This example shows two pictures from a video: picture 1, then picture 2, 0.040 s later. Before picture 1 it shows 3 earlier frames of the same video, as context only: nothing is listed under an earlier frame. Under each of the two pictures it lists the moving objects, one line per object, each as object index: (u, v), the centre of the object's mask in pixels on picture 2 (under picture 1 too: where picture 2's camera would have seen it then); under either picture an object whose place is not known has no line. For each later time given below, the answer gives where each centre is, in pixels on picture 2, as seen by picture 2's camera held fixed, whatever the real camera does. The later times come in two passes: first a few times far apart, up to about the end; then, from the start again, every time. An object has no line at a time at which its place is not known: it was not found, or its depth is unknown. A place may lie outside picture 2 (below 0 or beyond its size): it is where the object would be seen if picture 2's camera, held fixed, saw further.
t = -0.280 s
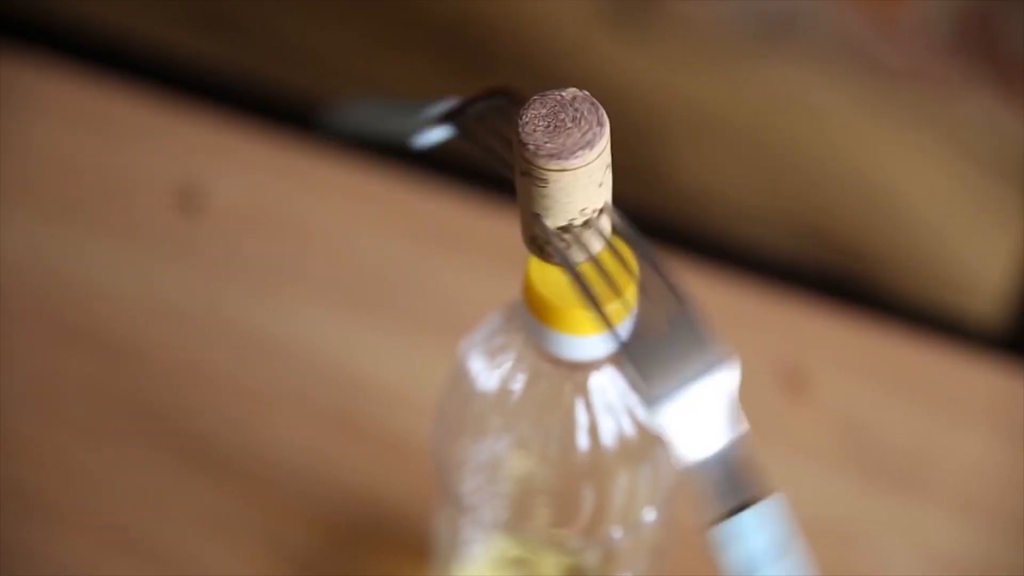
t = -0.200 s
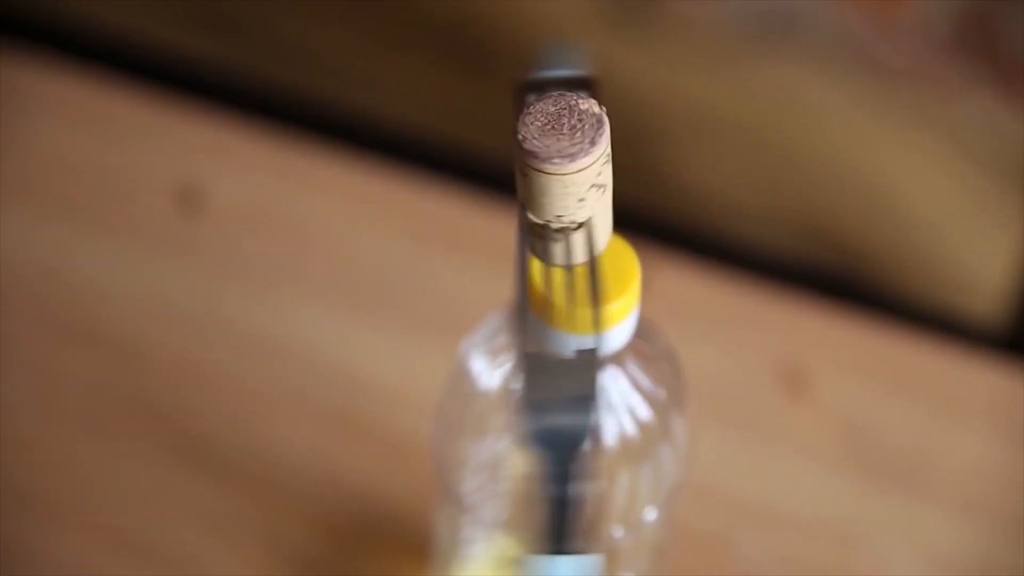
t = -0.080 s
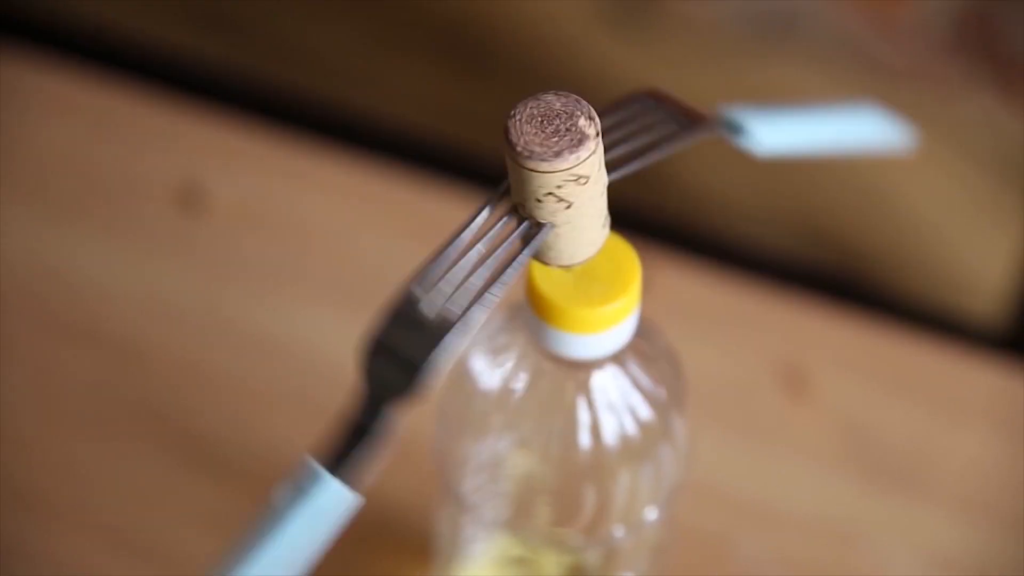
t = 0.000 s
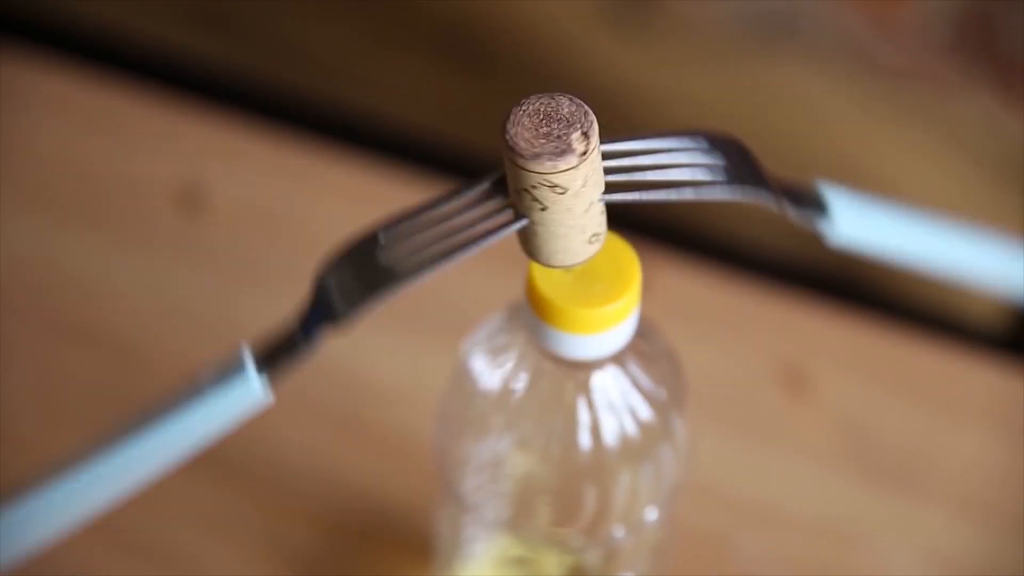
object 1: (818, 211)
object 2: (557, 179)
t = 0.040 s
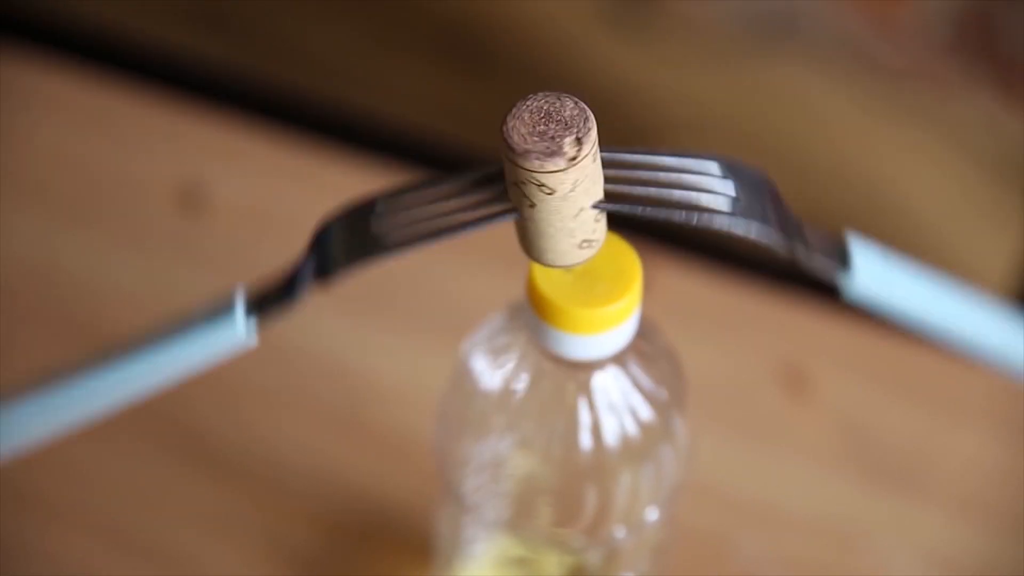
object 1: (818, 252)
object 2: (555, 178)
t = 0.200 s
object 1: (722, 386)
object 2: (550, 172)
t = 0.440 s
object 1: (480, 383)
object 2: (559, 167)
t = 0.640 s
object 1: (305, 361)
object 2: (565, 171)
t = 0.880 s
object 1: (386, 173)
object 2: (564, 173)
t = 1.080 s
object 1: (502, 95)
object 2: (565, 173)
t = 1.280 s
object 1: (682, 110)
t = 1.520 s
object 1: (812, 204)
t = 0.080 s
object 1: (815, 294)
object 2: (553, 178)
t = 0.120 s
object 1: (817, 353)
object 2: (550, 176)
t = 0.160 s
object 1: (772, 376)
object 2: (549, 174)
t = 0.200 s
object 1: (722, 386)
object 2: (550, 172)
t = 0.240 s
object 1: (673, 389)
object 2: (552, 169)
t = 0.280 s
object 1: (628, 397)
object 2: (553, 168)
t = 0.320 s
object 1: (583, 383)
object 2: (554, 167)
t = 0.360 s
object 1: (547, 385)
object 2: (556, 168)
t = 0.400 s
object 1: (512, 387)
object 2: (558, 167)
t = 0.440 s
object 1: (480, 383)
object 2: (559, 167)
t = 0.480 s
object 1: (447, 378)
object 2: (560, 167)
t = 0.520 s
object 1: (414, 373)
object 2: (562, 167)
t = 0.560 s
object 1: (379, 372)
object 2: (563, 169)
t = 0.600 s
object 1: (341, 369)
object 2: (564, 170)
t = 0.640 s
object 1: (305, 361)
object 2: (565, 171)
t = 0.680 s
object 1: (305, 325)
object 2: (565, 172)
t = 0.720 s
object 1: (311, 290)
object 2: (565, 173)
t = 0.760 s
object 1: (321, 258)
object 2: (565, 173)
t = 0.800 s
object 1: (343, 225)
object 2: (565, 173)
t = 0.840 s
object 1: (364, 198)
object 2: (565, 173)
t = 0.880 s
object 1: (386, 173)
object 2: (564, 173)
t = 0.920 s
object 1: (411, 156)
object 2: (564, 173)
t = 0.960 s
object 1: (435, 143)
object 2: (564, 172)
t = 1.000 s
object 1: (443, 128)
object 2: (565, 173)
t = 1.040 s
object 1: (474, 113)
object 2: (565, 173)
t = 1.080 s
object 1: (502, 95)
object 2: (565, 173)
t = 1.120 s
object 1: (538, 85)
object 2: (565, 174)
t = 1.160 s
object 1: (584, 81)
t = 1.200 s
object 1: (625, 91)
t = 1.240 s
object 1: (655, 100)
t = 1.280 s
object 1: (682, 110)
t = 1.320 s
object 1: (707, 121)
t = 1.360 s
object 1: (732, 133)
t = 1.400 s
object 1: (756, 148)
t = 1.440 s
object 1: (778, 166)
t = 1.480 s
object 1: (799, 185)
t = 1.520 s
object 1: (812, 204)
